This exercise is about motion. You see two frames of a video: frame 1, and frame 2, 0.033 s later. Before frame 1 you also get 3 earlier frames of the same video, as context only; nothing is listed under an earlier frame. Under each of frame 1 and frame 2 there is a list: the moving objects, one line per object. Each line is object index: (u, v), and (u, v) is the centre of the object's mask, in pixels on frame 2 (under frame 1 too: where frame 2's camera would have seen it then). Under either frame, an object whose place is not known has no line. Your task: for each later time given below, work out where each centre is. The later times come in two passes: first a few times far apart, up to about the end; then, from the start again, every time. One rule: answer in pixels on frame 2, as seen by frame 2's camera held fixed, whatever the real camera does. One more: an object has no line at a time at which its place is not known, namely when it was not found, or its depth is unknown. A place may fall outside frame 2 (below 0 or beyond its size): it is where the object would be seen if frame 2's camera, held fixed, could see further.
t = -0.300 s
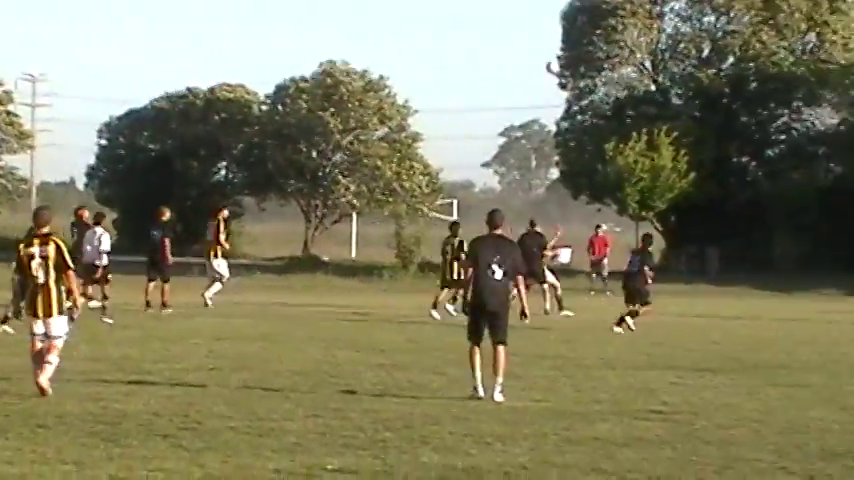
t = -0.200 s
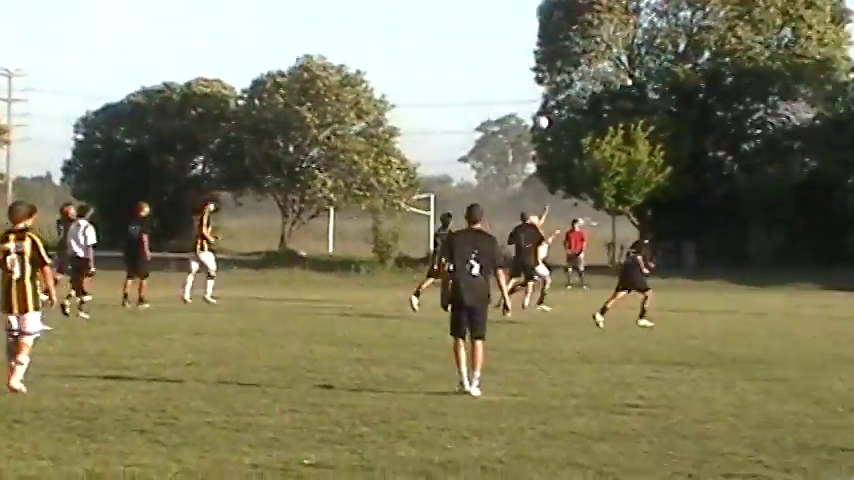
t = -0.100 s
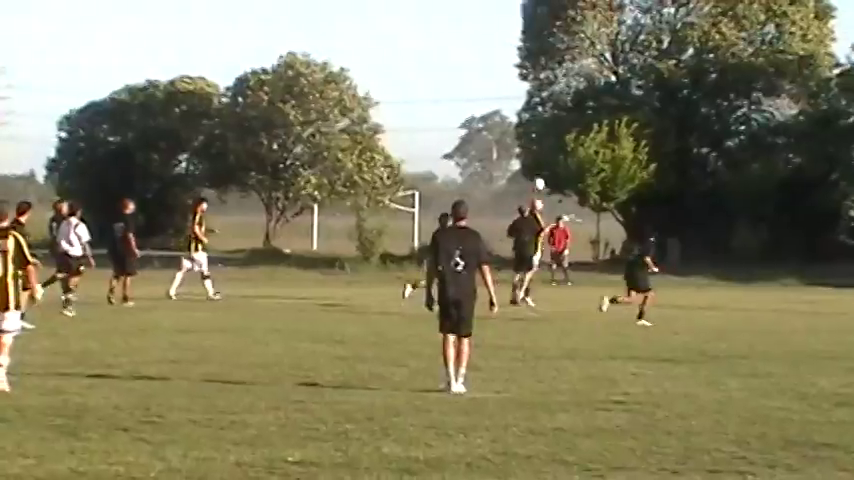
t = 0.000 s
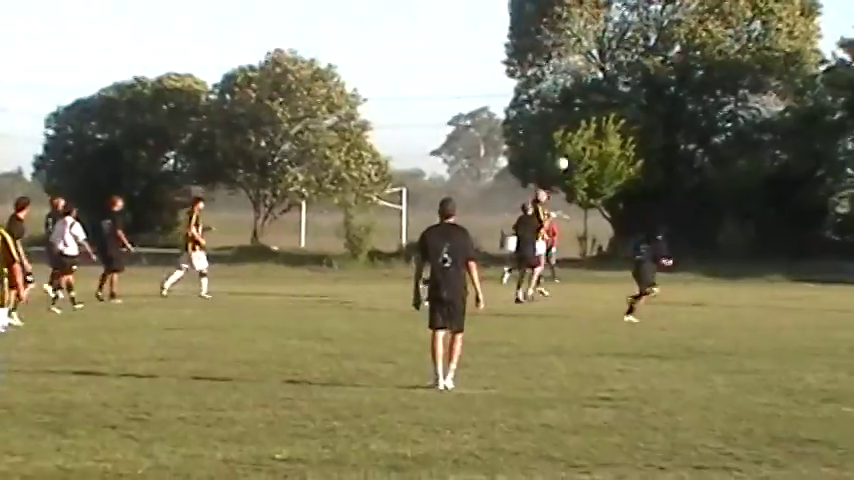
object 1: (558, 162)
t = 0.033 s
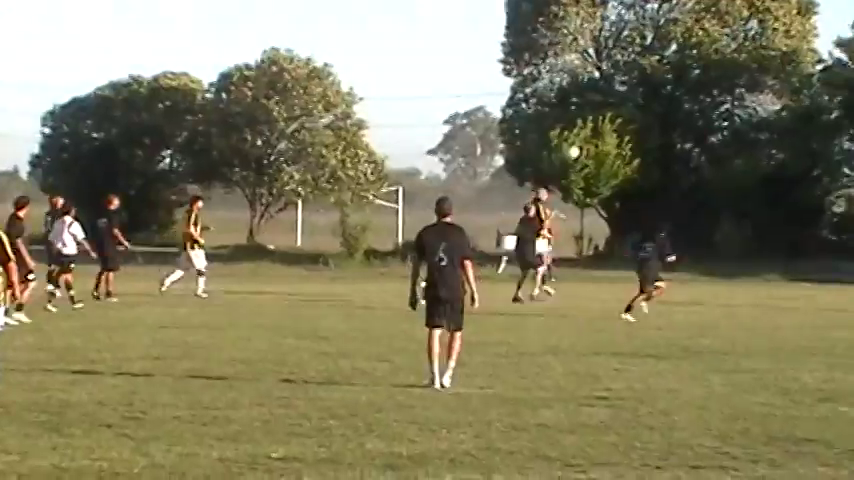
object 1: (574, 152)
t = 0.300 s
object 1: (693, 93)
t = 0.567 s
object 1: (831, 76)
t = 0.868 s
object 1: (1008, 111)
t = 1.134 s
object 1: (1190, 201)
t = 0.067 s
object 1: (588, 142)
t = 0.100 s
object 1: (602, 134)
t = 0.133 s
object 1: (617, 125)
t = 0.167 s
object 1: (631, 118)
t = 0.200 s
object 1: (646, 111)
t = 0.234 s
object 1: (662, 104)
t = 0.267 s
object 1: (677, 99)
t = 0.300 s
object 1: (693, 93)
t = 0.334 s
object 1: (710, 89)
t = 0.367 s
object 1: (727, 85)
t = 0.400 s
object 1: (743, 82)
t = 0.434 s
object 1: (760, 79)
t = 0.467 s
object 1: (777, 77)
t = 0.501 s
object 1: (795, 77)
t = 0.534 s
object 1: (814, 76)
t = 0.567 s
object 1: (831, 76)
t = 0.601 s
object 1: (849, 77)
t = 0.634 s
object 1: (868, 78)
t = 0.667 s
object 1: (887, 81)
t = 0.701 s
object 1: (906, 84)
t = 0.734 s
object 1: (926, 88)
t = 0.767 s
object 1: (947, 92)
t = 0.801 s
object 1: (968, 97)
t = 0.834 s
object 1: (989, 103)
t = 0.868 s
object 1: (1008, 111)
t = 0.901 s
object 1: (1030, 119)
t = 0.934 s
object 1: (1052, 128)
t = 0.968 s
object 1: (1074, 138)
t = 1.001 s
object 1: (1096, 148)
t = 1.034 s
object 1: (1119, 160)
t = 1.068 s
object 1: (1143, 173)
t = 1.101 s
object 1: (1166, 186)
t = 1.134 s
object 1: (1190, 201)
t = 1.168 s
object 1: (1216, 216)
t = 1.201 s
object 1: (1239, 233)
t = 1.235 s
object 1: (1266, 251)
